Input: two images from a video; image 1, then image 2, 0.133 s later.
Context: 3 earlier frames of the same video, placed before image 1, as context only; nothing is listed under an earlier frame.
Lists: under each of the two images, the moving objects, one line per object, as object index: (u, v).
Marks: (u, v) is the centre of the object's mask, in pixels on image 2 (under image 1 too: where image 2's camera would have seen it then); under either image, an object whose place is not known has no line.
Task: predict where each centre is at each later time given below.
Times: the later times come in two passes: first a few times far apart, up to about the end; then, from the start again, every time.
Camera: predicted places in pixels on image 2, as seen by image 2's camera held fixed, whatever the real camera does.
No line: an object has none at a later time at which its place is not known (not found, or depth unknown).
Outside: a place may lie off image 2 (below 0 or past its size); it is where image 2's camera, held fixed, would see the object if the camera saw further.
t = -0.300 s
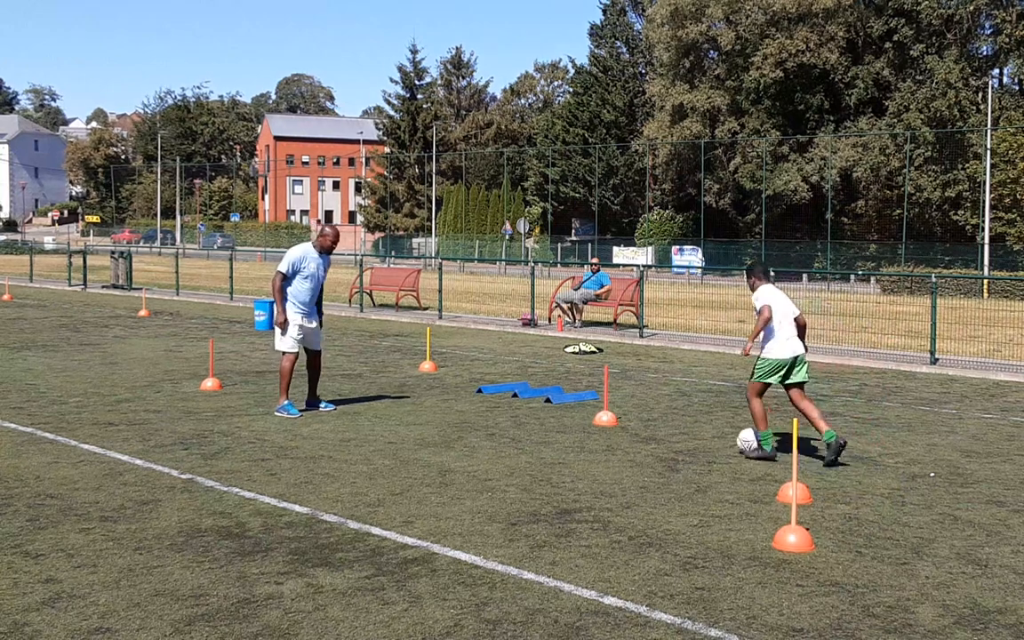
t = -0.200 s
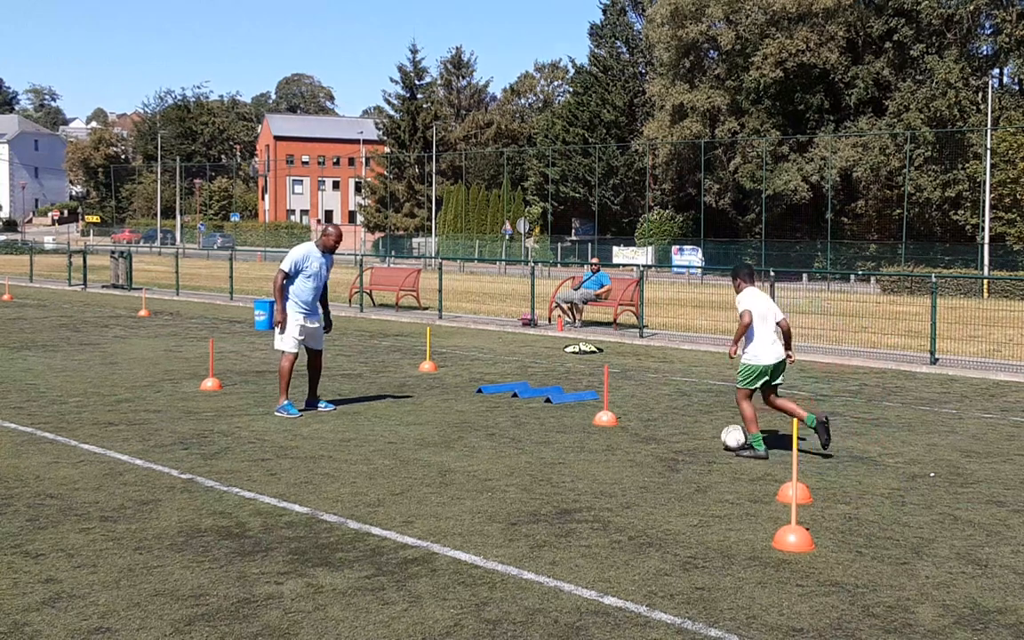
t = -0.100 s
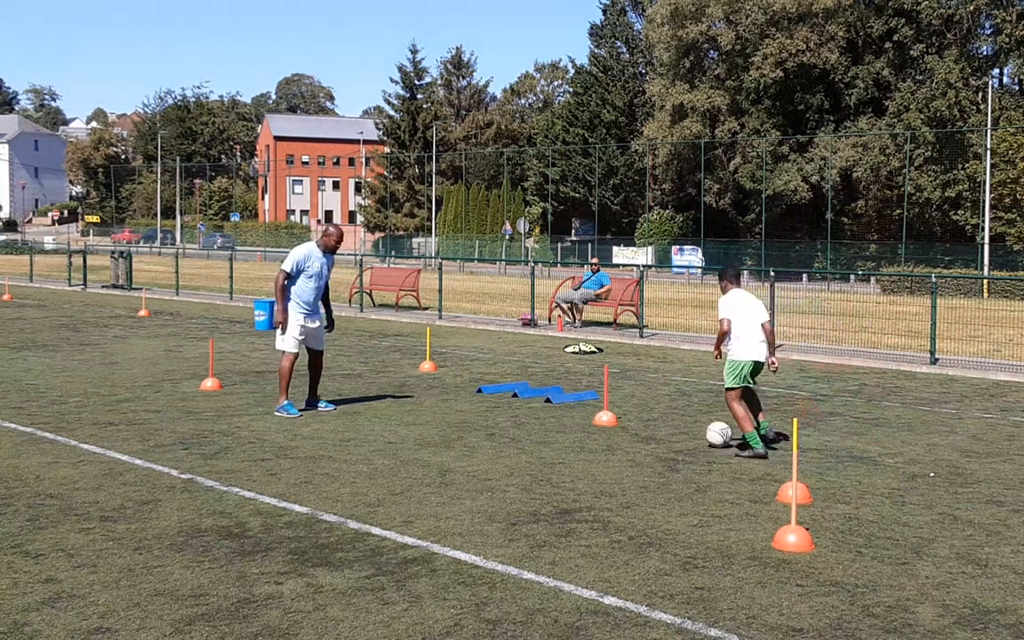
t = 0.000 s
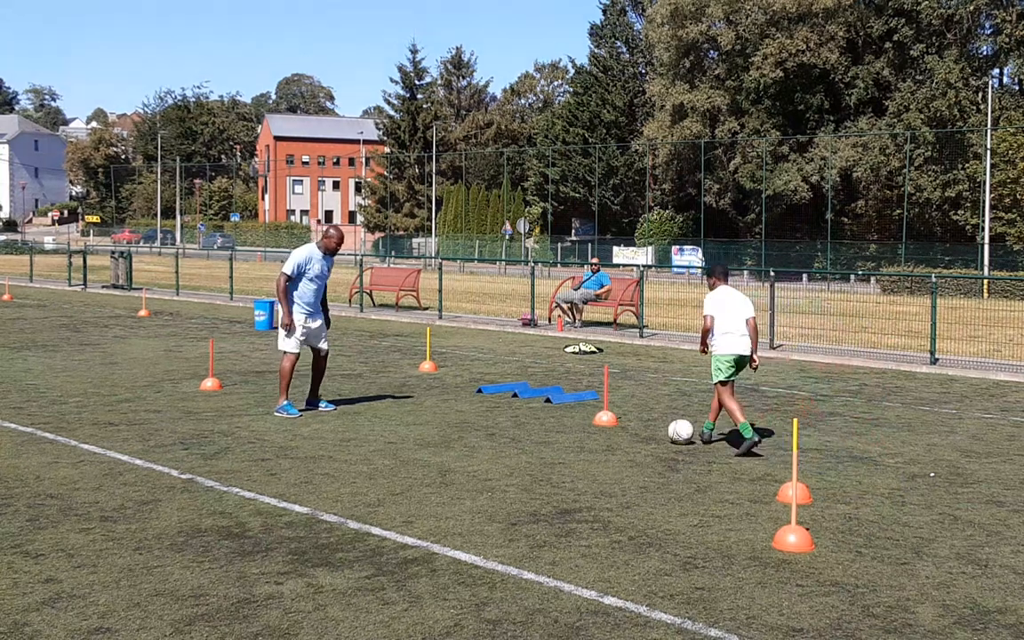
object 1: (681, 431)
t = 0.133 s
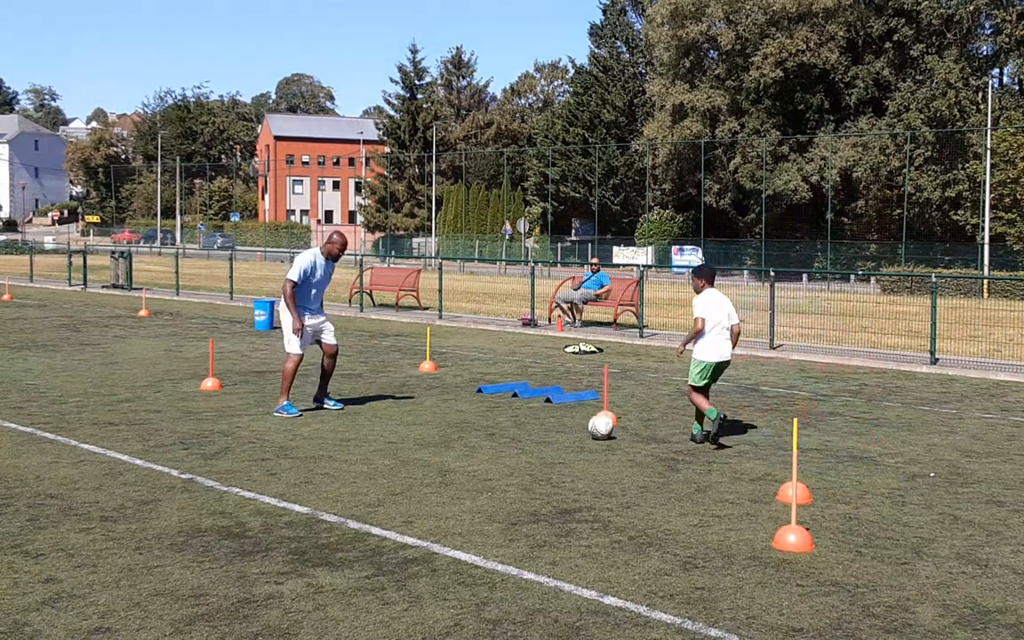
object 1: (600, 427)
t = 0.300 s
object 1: (520, 422)
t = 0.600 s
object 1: (406, 415)
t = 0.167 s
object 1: (582, 426)
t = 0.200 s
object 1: (565, 425)
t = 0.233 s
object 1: (549, 424)
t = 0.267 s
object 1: (534, 423)
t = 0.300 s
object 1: (520, 422)
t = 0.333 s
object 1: (506, 421)
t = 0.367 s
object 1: (493, 421)
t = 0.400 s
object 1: (480, 419)
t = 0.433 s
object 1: (467, 419)
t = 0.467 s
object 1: (455, 418)
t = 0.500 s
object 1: (443, 418)
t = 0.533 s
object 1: (430, 417)
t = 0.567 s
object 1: (419, 416)
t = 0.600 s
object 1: (406, 415)
